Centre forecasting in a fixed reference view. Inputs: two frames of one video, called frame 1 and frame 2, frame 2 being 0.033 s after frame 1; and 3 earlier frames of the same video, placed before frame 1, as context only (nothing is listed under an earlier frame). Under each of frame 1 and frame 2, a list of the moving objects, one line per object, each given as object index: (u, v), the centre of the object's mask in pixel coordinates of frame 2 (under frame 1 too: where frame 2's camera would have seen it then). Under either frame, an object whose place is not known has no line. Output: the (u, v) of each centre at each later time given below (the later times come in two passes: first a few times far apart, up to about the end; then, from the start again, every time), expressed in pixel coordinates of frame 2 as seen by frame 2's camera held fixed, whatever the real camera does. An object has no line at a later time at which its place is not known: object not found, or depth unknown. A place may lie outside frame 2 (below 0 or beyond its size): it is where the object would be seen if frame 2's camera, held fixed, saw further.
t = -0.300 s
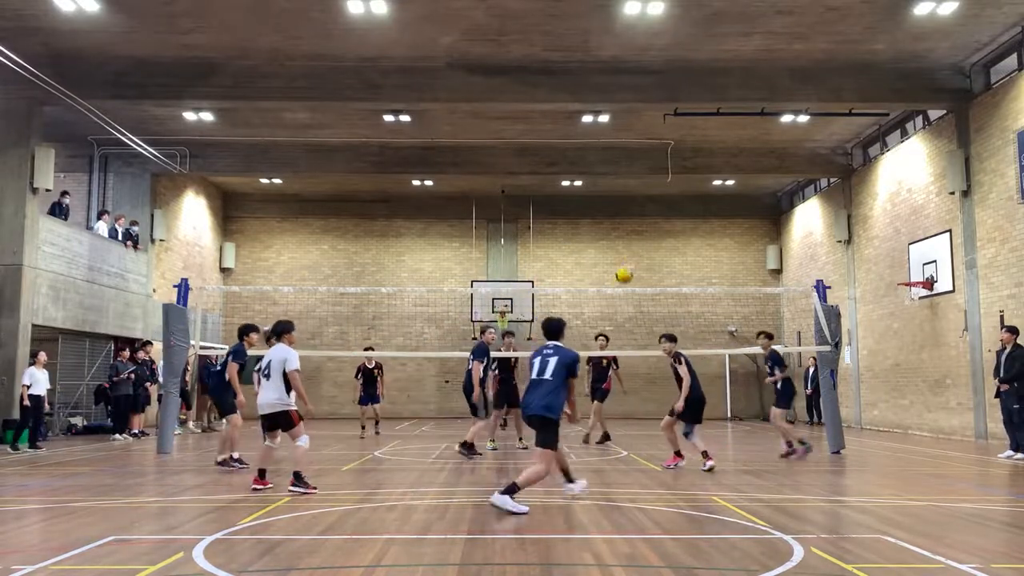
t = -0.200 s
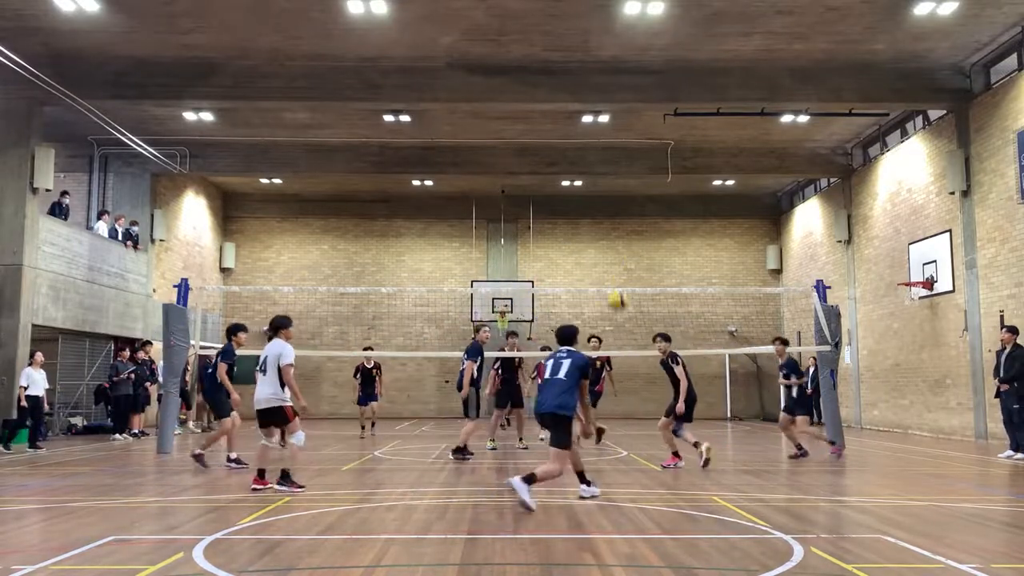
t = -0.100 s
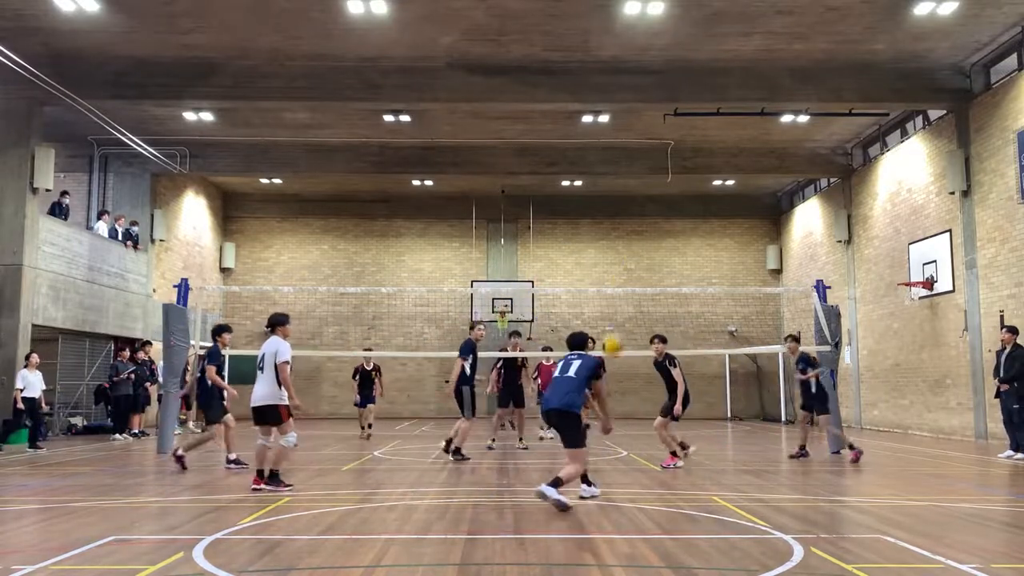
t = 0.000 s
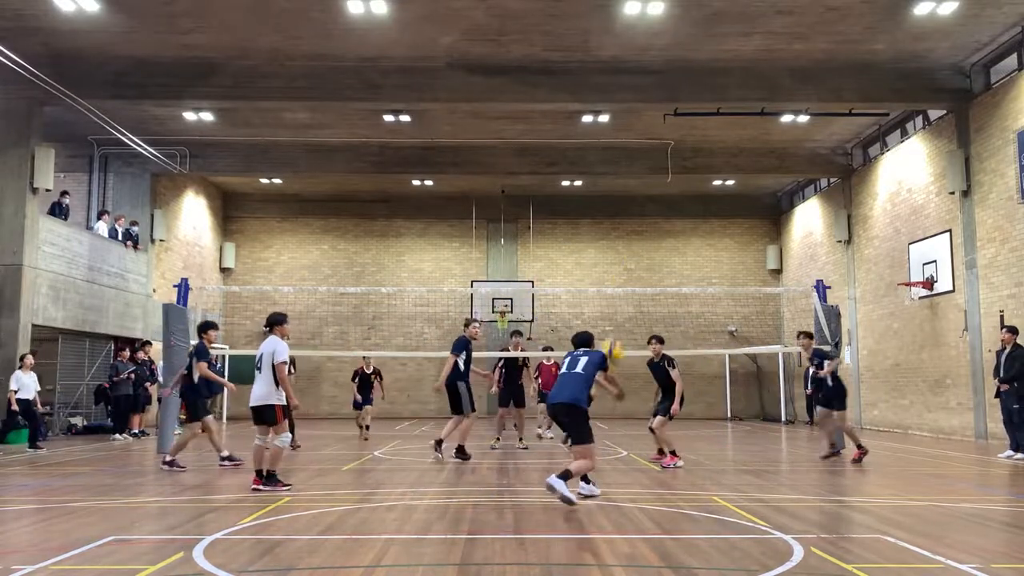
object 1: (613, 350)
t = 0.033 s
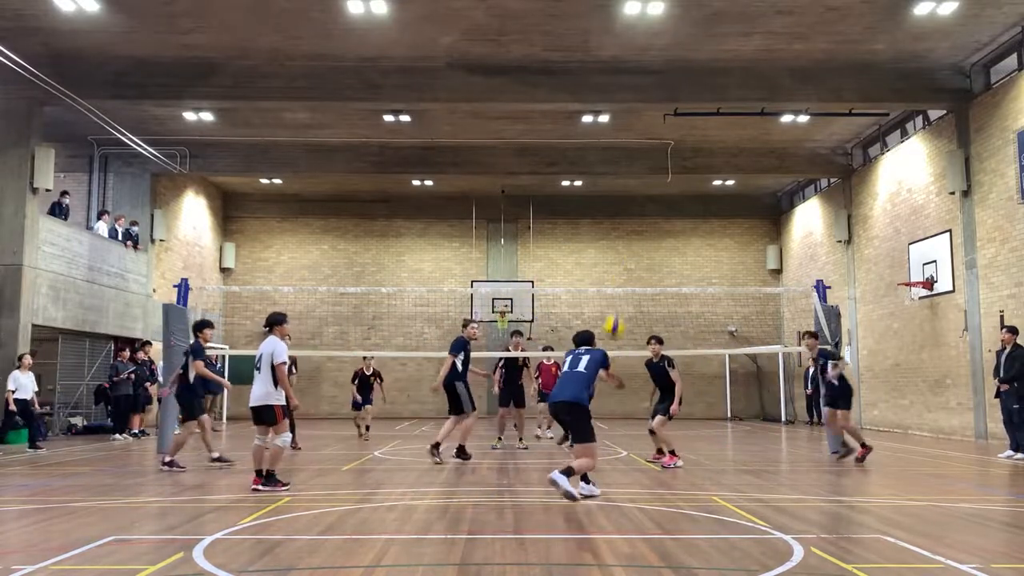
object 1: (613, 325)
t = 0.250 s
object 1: (634, 197)
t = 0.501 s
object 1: (653, 124)
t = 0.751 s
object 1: (668, 111)
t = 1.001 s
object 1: (684, 145)
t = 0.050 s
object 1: (615, 314)
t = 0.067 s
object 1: (616, 302)
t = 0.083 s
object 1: (620, 289)
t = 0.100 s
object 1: (621, 277)
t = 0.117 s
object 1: (623, 267)
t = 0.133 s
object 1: (624, 258)
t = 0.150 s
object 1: (624, 247)
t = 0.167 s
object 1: (626, 238)
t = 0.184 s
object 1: (628, 229)
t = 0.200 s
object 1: (630, 221)
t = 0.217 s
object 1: (631, 212)
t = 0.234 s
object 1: (633, 205)
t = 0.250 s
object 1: (634, 197)
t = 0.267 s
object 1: (635, 191)
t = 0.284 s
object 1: (636, 184)
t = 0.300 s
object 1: (638, 177)
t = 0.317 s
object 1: (639, 171)
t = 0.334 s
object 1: (641, 165)
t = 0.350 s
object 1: (642, 160)
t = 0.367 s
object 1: (643, 155)
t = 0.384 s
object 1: (644, 151)
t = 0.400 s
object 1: (645, 146)
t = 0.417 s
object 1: (646, 142)
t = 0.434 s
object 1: (648, 138)
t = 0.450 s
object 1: (649, 133)
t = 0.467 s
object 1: (650, 130)
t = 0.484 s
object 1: (651, 128)
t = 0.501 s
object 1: (653, 124)
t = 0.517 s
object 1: (654, 122)
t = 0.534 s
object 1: (655, 119)
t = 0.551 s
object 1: (656, 117)
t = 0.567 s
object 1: (657, 115)
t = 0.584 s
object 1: (658, 114)
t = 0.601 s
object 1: (659, 113)
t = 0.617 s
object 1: (661, 111)
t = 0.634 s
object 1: (662, 110)
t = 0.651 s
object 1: (663, 110)
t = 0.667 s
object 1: (664, 110)
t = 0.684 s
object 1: (664, 110)
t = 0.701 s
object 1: (665, 110)
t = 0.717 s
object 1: (667, 110)
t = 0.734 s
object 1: (667, 110)
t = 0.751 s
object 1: (668, 111)
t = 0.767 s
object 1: (670, 111)
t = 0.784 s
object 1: (671, 112)
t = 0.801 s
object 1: (672, 113)
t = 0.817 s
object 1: (673, 115)
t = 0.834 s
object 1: (673, 117)
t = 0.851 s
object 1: (674, 119)
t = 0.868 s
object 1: (675, 121)
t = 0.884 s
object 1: (677, 123)
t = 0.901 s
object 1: (678, 126)
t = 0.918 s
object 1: (679, 128)
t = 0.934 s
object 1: (680, 131)
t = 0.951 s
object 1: (681, 135)
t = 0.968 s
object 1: (681, 138)
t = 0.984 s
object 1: (682, 141)
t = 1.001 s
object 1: (684, 145)
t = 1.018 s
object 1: (685, 149)
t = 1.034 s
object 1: (686, 153)
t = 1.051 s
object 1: (687, 157)
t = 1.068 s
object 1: (687, 162)
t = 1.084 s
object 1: (688, 165)
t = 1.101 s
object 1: (689, 171)
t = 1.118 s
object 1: (690, 176)
